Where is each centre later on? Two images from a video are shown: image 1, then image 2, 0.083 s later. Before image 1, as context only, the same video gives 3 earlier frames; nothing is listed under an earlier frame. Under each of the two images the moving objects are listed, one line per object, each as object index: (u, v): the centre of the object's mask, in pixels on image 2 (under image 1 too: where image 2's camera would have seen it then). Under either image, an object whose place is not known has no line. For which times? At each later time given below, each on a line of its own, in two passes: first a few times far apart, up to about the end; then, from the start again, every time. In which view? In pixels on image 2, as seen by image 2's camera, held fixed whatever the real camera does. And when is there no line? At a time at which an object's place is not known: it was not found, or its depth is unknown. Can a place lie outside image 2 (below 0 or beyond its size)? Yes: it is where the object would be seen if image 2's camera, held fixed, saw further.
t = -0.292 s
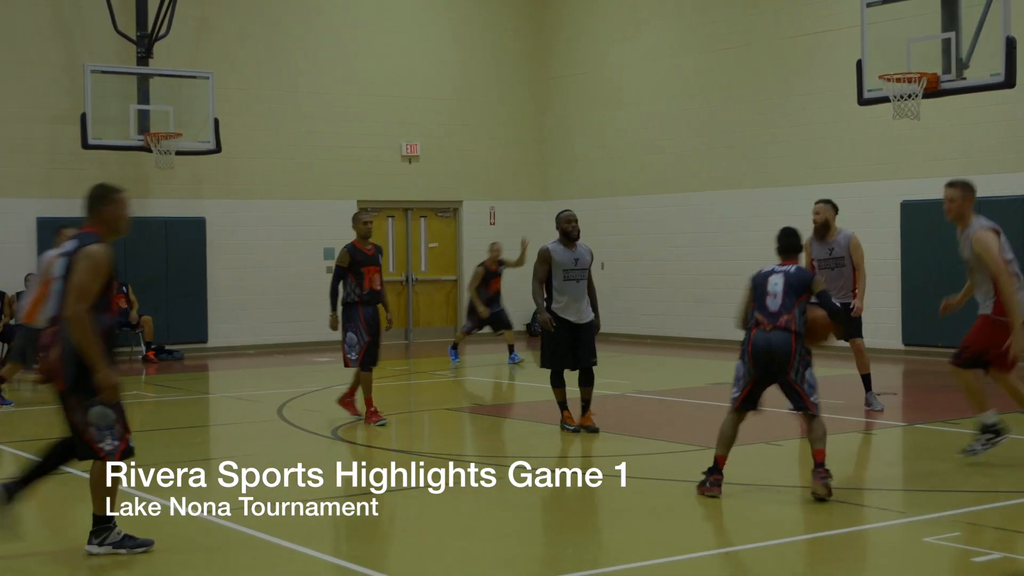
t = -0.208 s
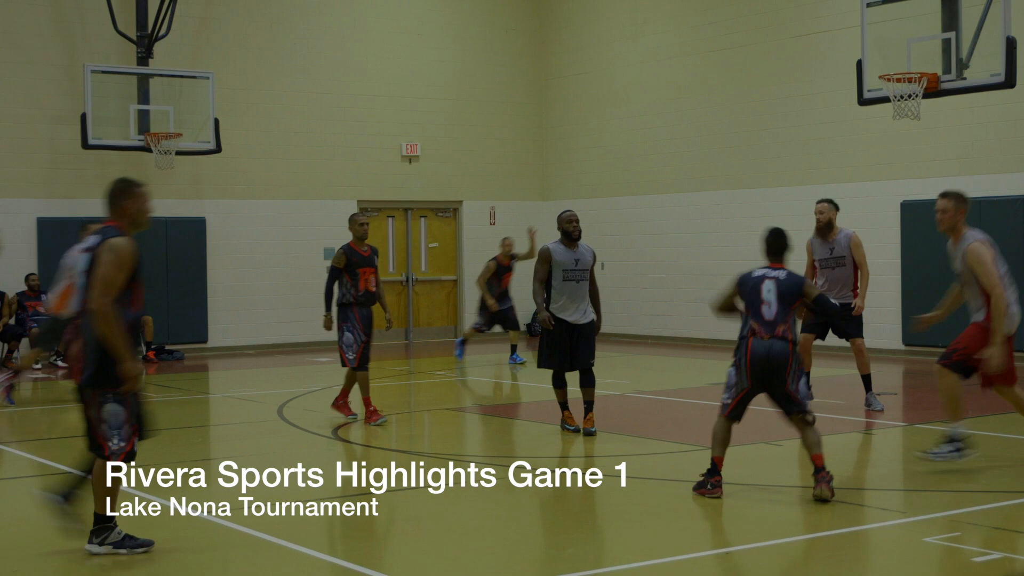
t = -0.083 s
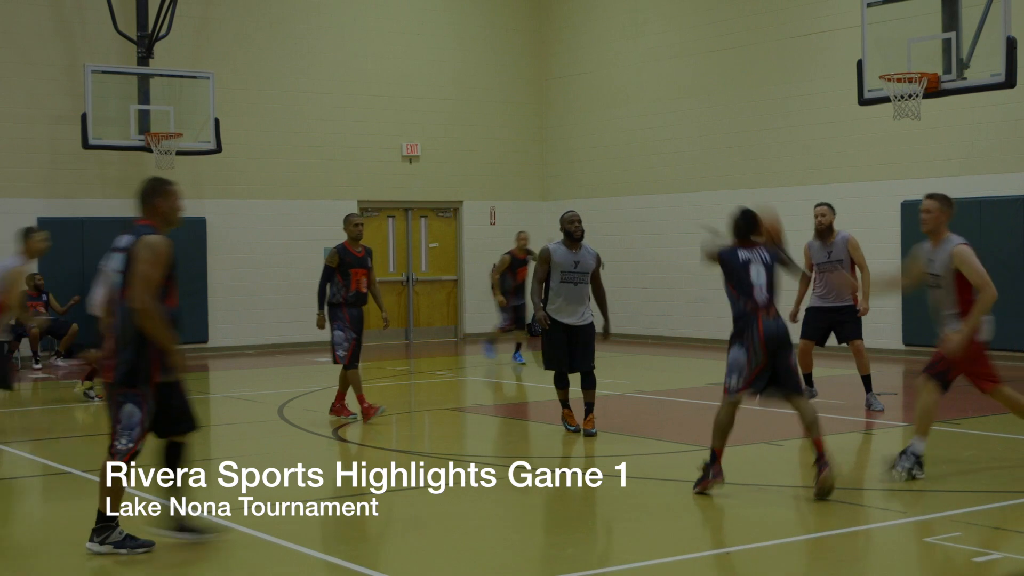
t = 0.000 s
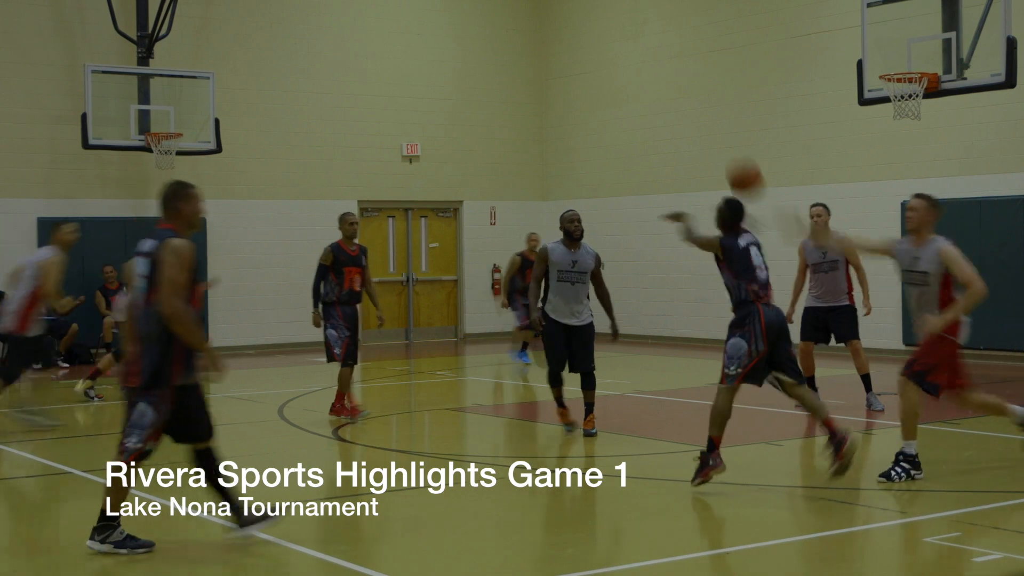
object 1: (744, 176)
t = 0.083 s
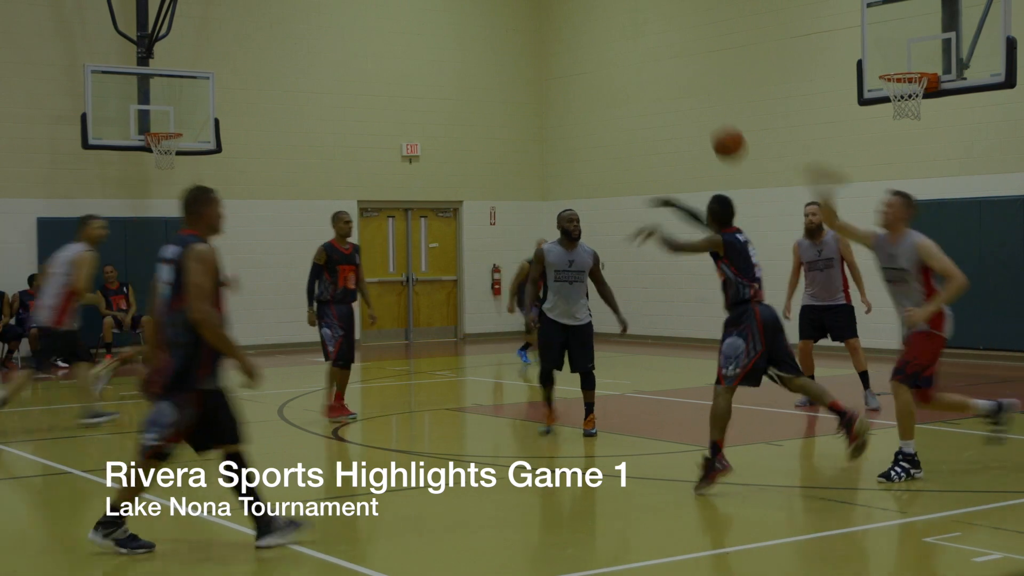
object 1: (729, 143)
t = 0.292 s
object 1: (695, 107)
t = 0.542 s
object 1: (666, 131)
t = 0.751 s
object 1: (648, 190)
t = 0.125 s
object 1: (721, 130)
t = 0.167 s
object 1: (714, 121)
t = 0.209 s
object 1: (707, 114)
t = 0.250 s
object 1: (701, 109)
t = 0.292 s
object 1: (695, 107)
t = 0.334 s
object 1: (690, 107)
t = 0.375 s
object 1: (685, 108)
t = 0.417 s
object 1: (679, 112)
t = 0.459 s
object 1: (674, 117)
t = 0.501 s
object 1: (670, 123)
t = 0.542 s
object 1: (666, 131)
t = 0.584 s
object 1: (662, 141)
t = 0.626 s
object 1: (658, 152)
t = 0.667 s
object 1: (655, 162)
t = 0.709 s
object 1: (651, 176)
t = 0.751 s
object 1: (648, 190)
